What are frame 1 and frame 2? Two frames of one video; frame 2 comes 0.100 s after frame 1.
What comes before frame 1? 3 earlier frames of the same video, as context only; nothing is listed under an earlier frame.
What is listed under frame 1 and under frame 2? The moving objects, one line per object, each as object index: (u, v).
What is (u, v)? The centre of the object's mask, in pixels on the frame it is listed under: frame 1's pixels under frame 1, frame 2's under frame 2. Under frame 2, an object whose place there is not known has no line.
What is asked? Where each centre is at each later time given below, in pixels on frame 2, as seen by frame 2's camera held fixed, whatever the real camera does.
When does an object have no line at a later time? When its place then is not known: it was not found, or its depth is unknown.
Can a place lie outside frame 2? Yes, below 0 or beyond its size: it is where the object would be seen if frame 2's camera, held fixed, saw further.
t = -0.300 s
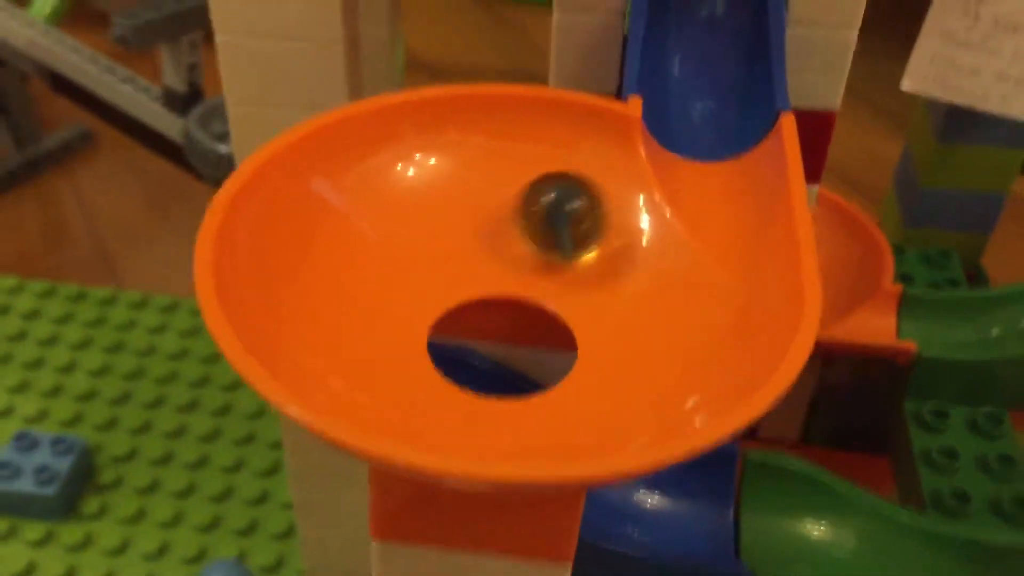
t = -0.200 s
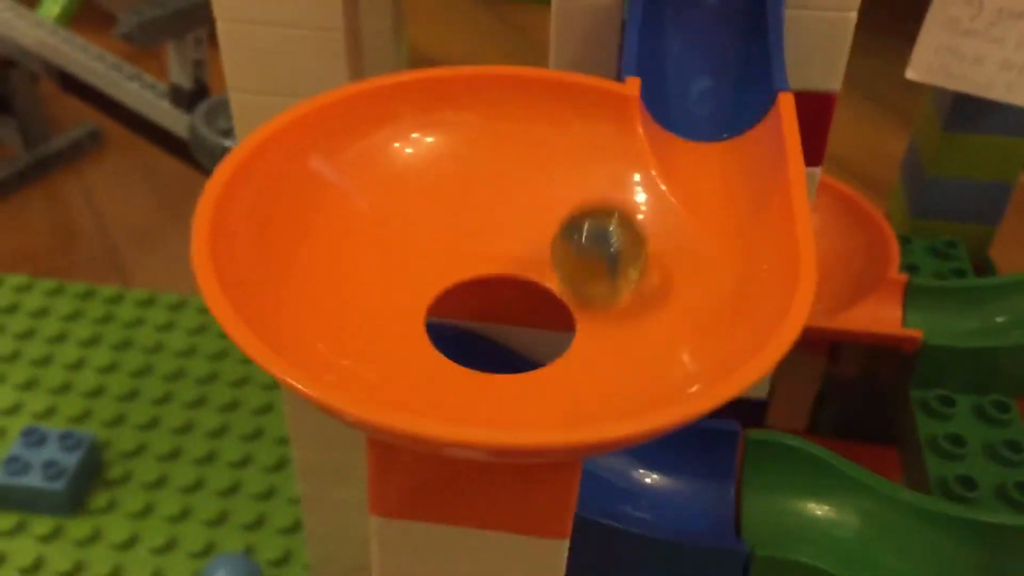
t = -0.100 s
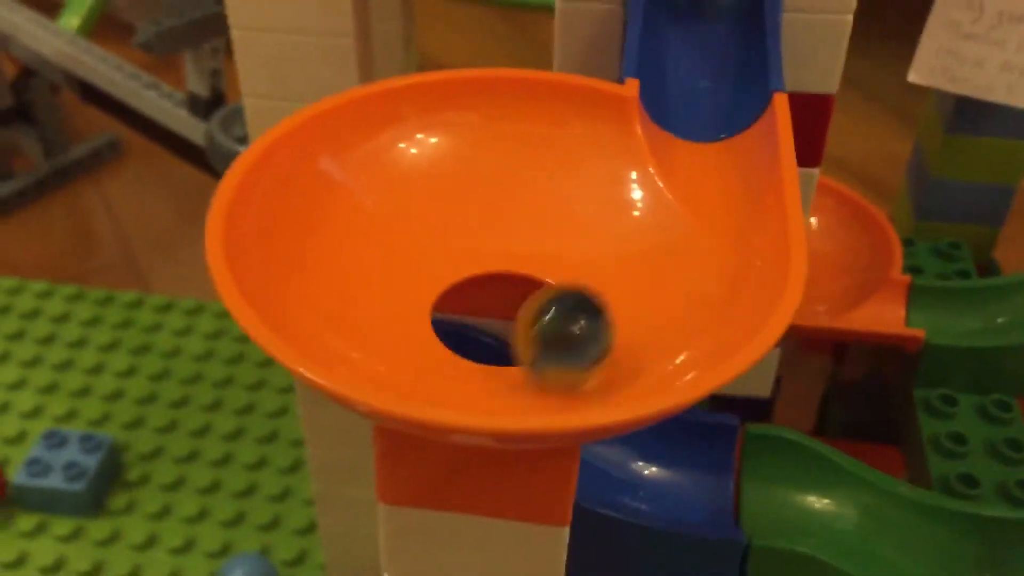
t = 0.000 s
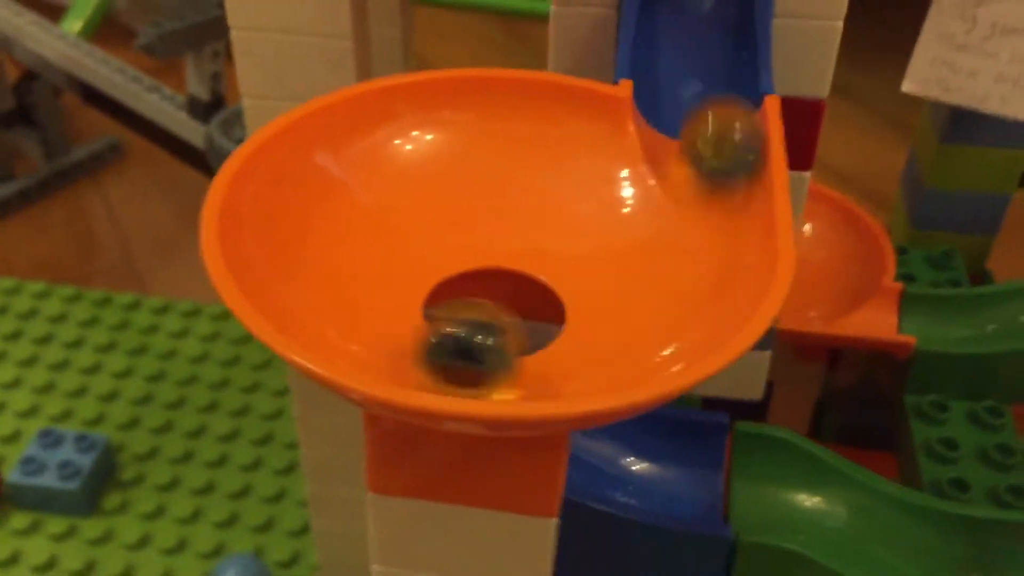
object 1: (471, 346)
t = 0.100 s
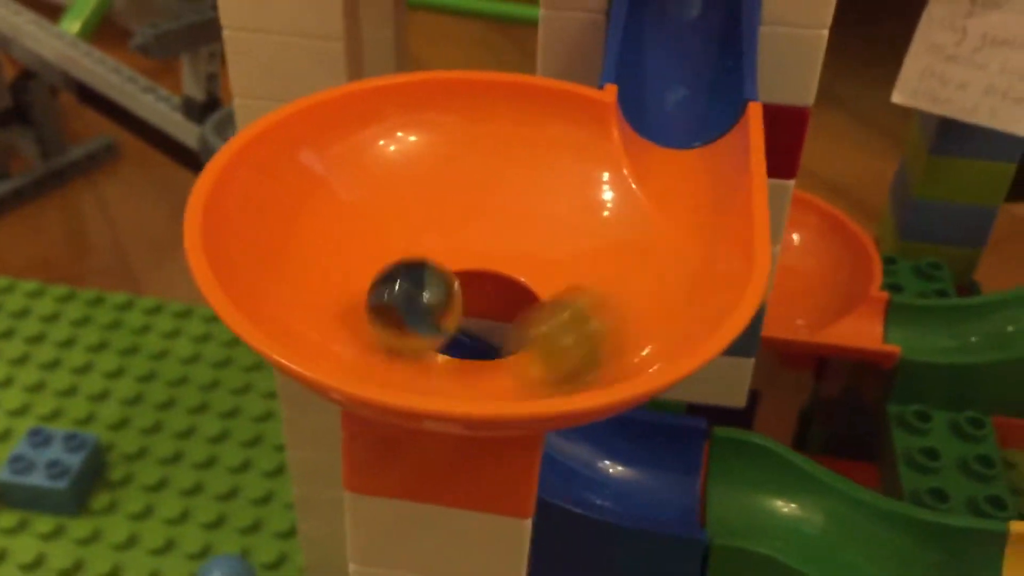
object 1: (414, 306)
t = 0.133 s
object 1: (422, 285)
